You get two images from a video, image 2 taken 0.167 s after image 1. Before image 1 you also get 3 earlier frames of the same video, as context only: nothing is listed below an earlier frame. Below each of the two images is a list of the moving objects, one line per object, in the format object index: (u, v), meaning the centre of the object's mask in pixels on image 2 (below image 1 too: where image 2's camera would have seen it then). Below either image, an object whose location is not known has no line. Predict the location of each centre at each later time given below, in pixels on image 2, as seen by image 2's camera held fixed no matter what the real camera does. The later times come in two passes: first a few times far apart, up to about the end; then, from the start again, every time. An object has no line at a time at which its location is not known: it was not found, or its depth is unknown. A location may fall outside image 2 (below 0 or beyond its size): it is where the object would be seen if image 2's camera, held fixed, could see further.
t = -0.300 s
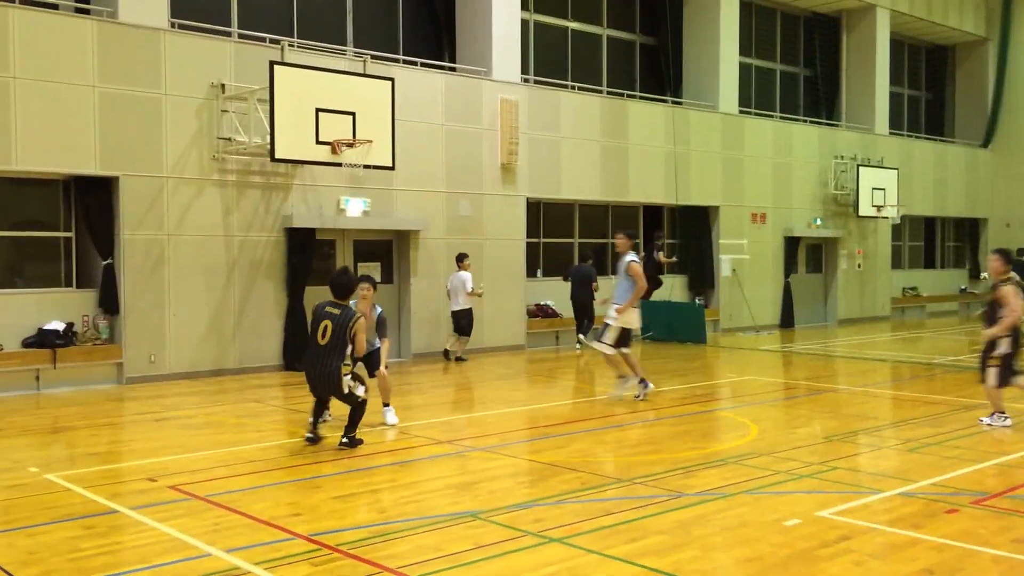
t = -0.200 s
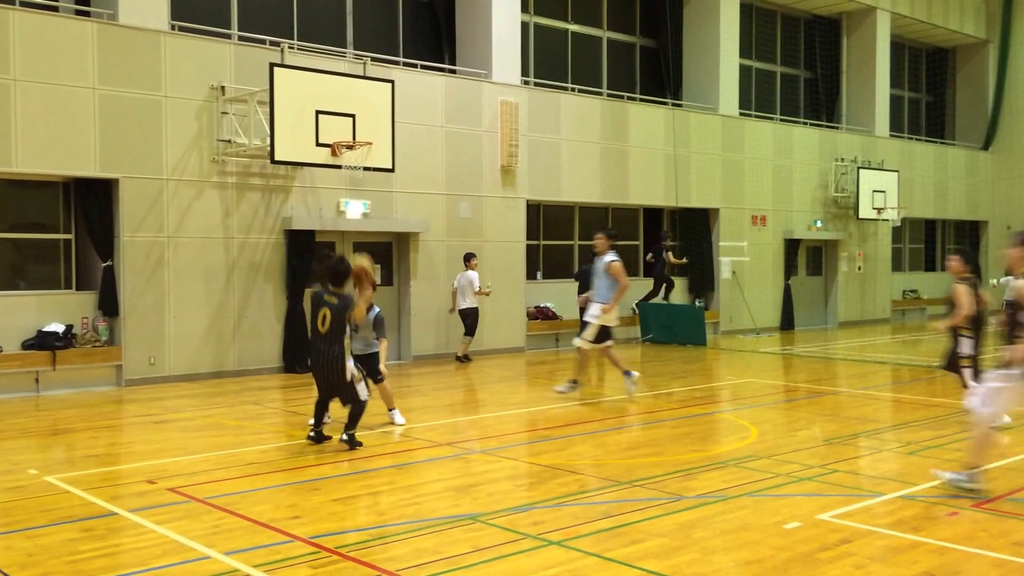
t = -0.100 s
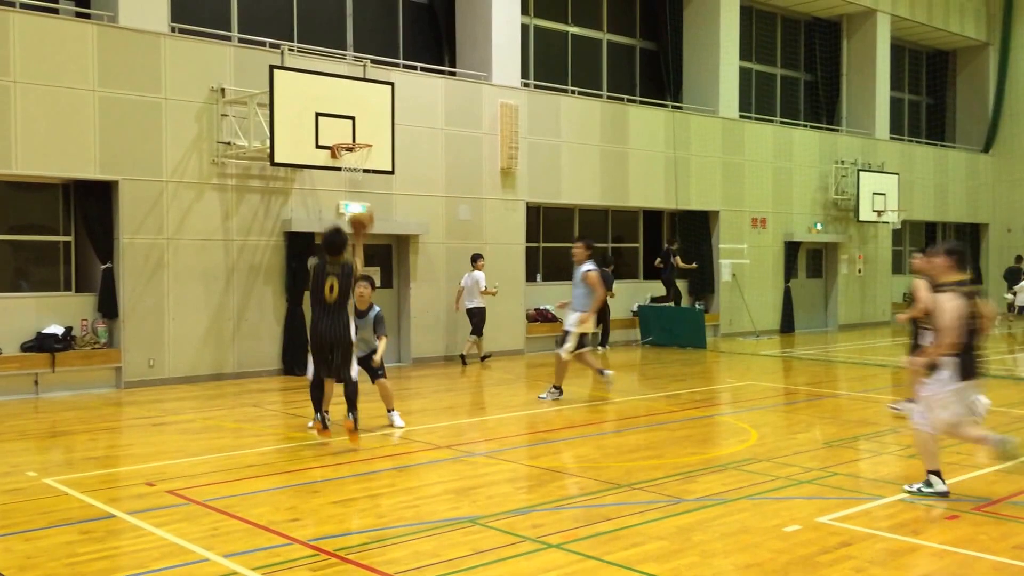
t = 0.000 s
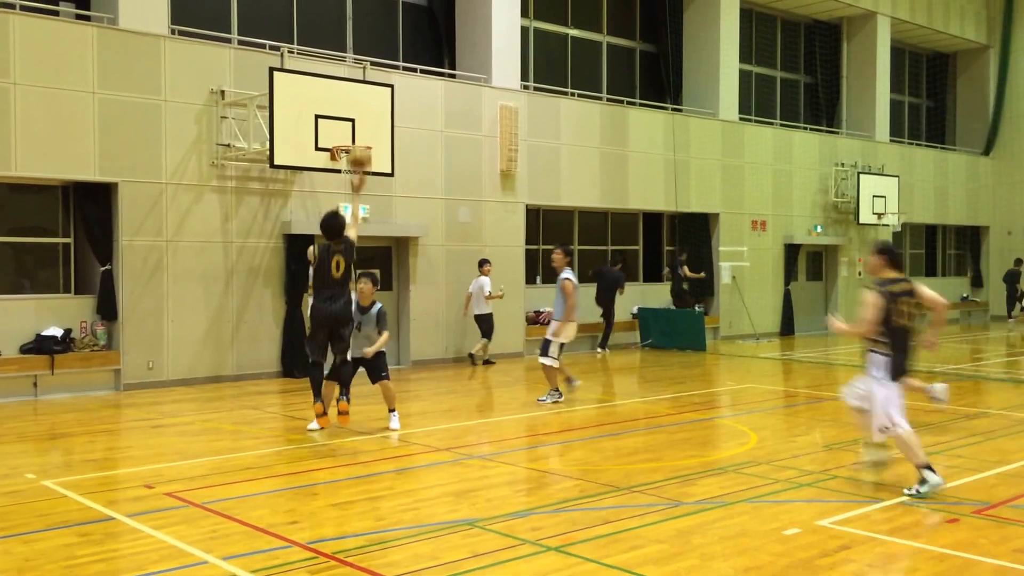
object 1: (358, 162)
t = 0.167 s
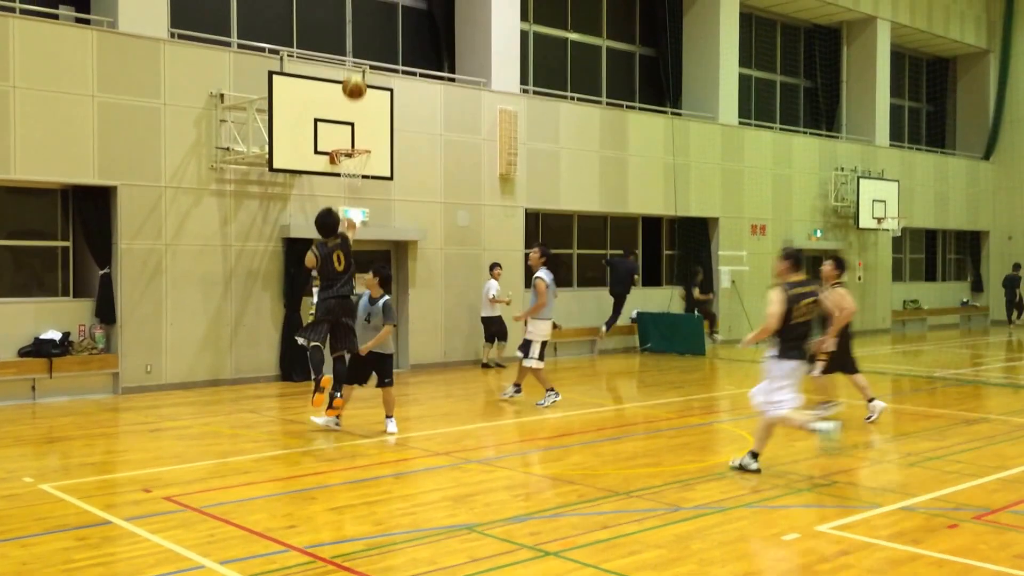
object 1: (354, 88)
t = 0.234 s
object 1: (352, 67)
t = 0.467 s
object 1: (348, 35)
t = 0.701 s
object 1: (344, 52)
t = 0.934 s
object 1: (341, 113)
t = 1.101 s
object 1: (352, 120)
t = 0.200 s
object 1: (353, 77)
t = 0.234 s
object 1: (352, 67)
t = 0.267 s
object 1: (352, 59)
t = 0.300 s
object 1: (351, 52)
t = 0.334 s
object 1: (350, 46)
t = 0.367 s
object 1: (349, 42)
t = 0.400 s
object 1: (349, 38)
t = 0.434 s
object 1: (348, 36)
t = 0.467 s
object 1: (348, 35)
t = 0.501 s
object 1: (347, 34)
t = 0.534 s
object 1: (347, 35)
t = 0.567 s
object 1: (346, 36)
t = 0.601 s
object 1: (346, 39)
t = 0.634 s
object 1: (345, 42)
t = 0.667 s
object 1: (345, 47)
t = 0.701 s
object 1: (344, 52)
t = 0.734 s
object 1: (344, 58)
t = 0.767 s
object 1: (343, 65)
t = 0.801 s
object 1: (343, 73)
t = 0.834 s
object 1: (342, 83)
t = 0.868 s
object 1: (342, 91)
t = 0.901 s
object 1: (342, 103)
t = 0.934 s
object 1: (341, 113)
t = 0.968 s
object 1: (341, 125)
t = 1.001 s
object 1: (340, 138)
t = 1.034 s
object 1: (342, 140)
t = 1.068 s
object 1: (347, 129)
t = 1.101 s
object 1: (352, 120)
